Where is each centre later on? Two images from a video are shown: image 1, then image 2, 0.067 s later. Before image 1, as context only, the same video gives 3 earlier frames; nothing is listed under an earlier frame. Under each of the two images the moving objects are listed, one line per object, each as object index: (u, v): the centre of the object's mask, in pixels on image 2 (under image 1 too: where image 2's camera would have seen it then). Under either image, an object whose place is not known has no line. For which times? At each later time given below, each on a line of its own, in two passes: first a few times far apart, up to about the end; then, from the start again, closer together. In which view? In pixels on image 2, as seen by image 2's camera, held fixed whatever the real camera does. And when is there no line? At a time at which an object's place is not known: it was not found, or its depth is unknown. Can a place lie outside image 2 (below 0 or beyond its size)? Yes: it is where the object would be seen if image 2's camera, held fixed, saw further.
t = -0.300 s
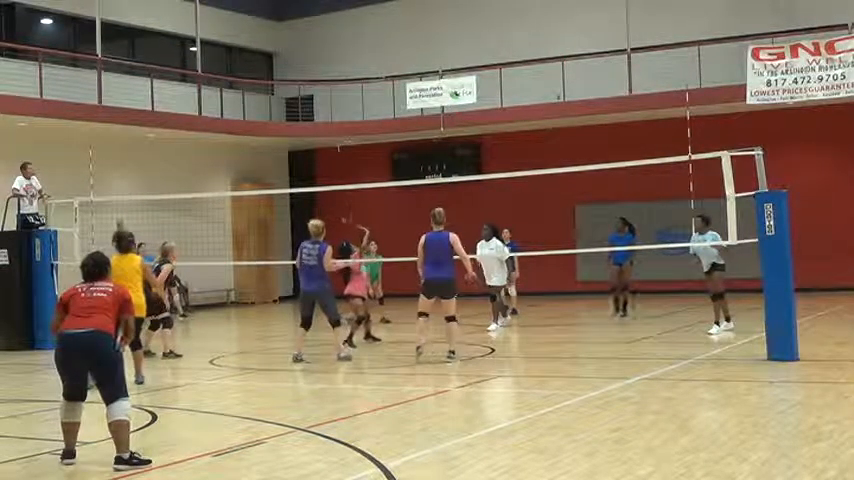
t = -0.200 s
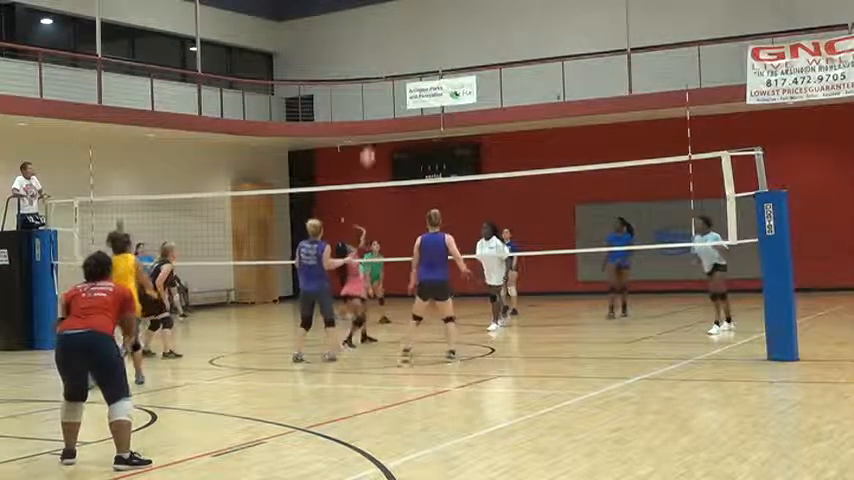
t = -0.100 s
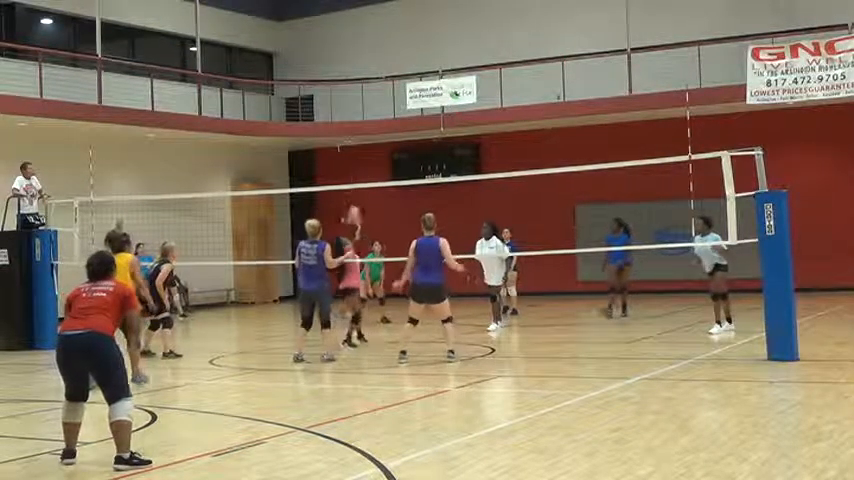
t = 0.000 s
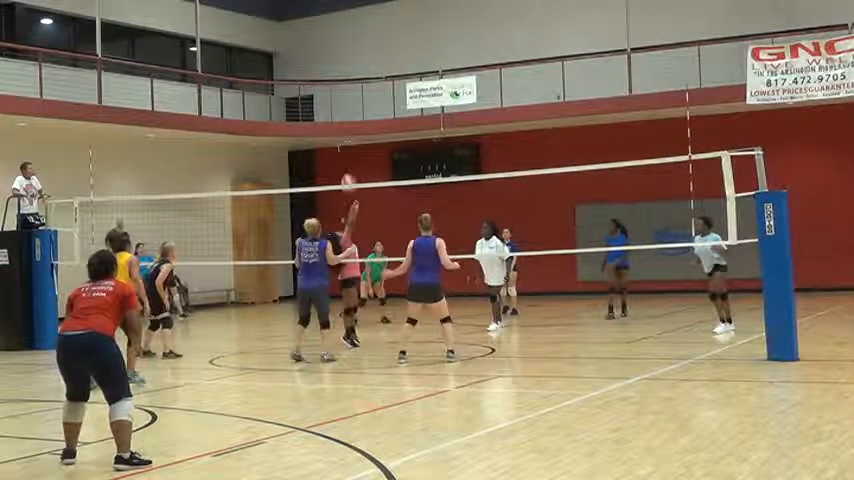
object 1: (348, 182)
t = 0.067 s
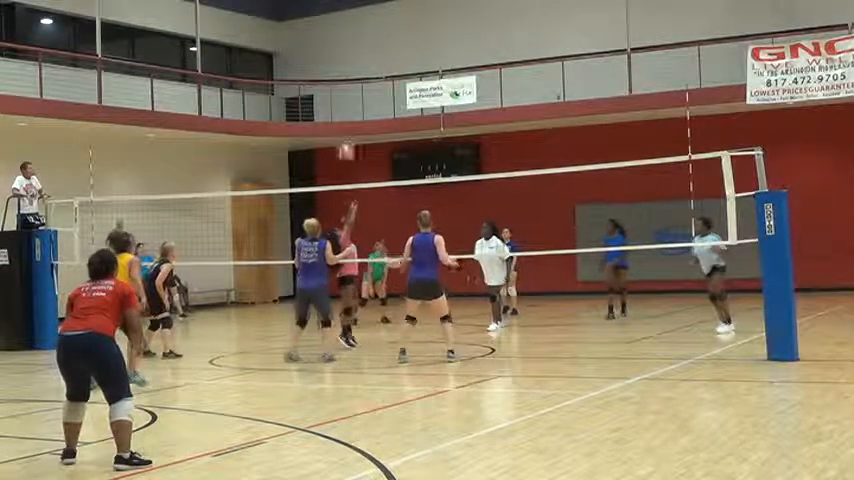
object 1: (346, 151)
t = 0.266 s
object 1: (343, 75)
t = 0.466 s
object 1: (342, 35)
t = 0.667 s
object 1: (341, 20)
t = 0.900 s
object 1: (343, 39)
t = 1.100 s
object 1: (343, 73)
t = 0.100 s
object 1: (345, 136)
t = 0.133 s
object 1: (345, 125)
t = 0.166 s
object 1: (345, 111)
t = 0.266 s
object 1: (343, 75)
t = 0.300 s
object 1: (345, 70)
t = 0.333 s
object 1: (343, 57)
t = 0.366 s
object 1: (343, 55)
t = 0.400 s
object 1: (341, 43)
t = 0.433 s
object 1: (342, 38)
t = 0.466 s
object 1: (342, 35)
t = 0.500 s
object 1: (342, 29)
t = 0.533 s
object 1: (342, 26)
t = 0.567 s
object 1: (341, 22)
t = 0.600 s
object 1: (342, 22)
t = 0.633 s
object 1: (342, 21)
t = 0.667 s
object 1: (341, 20)
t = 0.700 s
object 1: (341, 20)
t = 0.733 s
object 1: (341, 20)
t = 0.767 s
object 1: (340, 20)
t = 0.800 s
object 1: (343, 22)
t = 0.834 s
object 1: (343, 23)
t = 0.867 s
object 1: (342, 23)
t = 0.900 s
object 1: (343, 39)
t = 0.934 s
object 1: (344, 39)
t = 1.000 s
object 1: (343, 55)
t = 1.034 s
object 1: (343, 59)
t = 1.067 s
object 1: (344, 73)
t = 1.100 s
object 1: (343, 73)
